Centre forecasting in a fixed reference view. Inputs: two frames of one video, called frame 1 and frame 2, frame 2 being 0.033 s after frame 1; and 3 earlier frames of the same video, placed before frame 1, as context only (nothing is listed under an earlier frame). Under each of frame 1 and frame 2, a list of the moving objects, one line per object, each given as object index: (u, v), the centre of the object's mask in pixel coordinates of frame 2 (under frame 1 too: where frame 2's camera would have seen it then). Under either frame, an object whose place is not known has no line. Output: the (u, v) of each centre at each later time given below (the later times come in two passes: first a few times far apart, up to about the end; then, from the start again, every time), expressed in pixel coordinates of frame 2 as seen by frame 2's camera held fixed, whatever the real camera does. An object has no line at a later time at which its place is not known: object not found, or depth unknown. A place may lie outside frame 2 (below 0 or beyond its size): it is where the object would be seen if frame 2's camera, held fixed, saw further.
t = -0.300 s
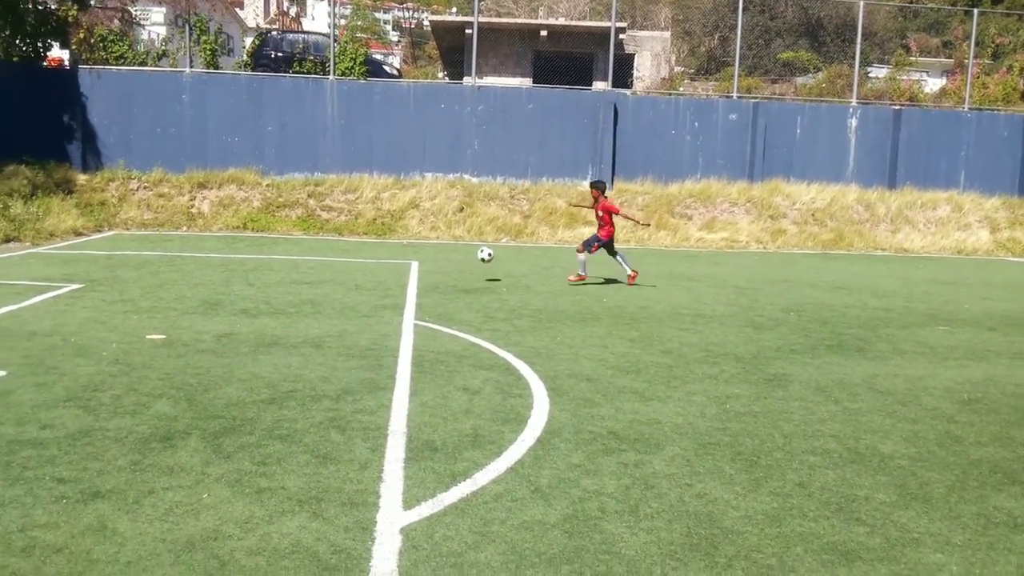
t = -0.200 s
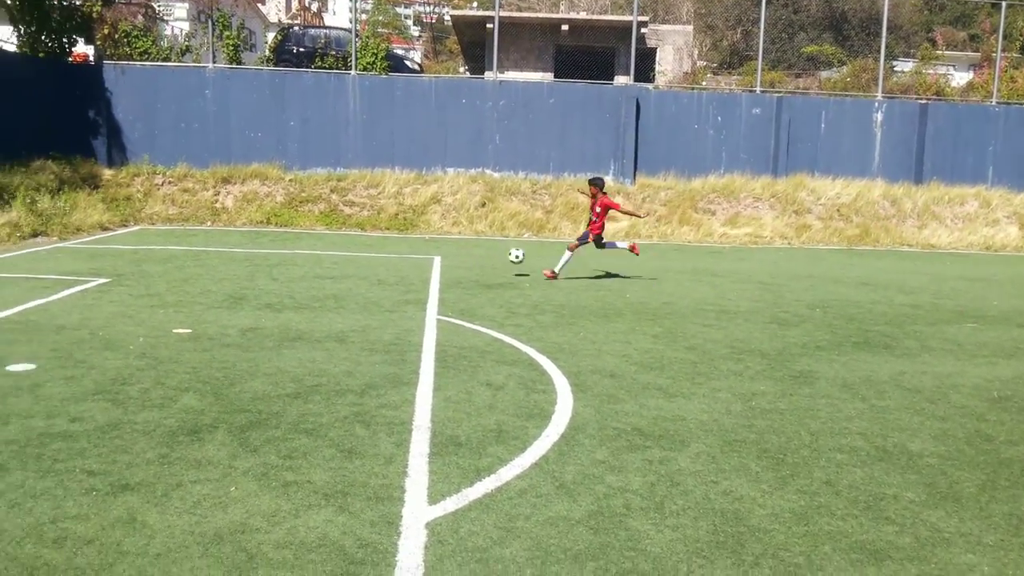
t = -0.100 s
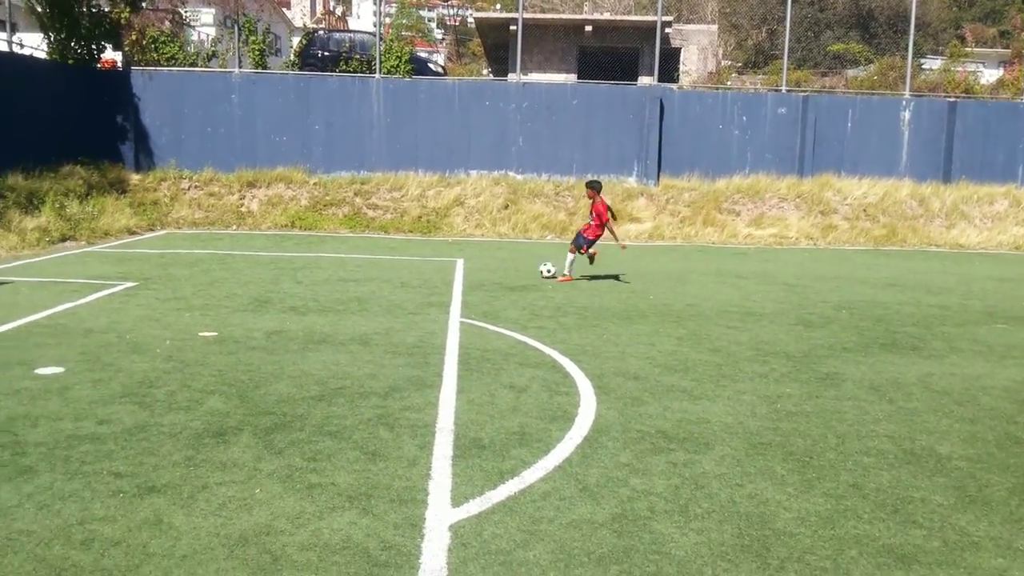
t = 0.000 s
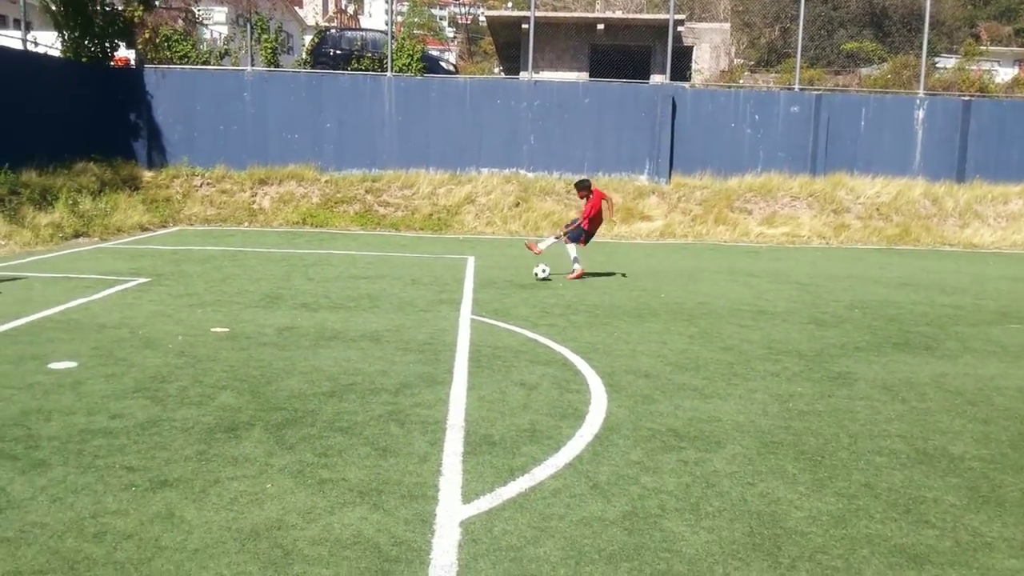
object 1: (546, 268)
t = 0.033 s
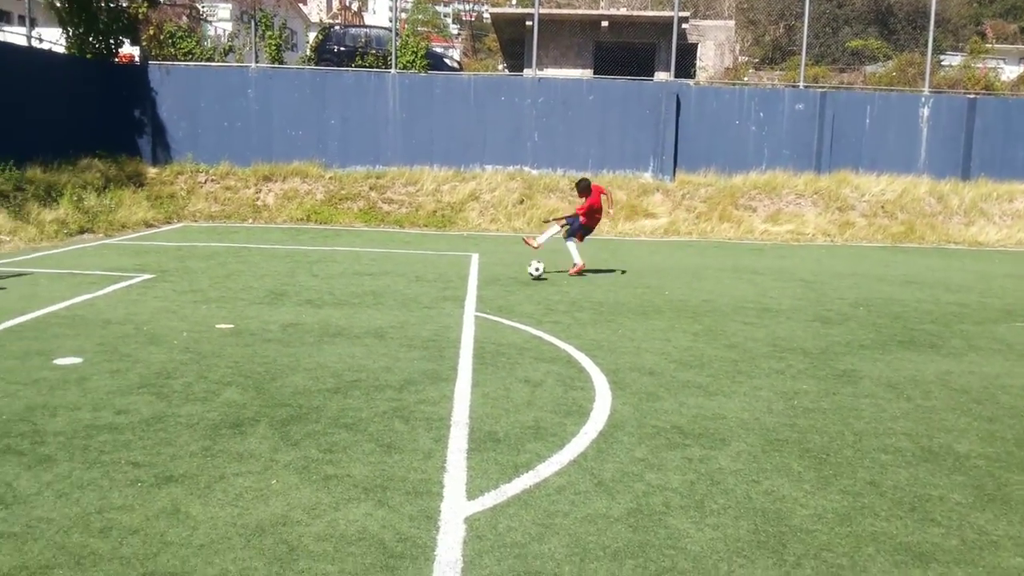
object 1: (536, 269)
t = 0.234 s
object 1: (469, 289)
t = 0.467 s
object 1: (379, 311)
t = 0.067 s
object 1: (526, 269)
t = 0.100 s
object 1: (515, 271)
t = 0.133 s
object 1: (504, 273)
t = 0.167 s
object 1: (492, 277)
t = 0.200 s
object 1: (481, 283)
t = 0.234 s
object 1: (469, 289)
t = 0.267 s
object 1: (457, 289)
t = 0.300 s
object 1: (445, 289)
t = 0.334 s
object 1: (433, 291)
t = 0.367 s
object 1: (420, 293)
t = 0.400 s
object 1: (407, 298)
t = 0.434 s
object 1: (393, 304)
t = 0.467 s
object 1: (379, 311)
